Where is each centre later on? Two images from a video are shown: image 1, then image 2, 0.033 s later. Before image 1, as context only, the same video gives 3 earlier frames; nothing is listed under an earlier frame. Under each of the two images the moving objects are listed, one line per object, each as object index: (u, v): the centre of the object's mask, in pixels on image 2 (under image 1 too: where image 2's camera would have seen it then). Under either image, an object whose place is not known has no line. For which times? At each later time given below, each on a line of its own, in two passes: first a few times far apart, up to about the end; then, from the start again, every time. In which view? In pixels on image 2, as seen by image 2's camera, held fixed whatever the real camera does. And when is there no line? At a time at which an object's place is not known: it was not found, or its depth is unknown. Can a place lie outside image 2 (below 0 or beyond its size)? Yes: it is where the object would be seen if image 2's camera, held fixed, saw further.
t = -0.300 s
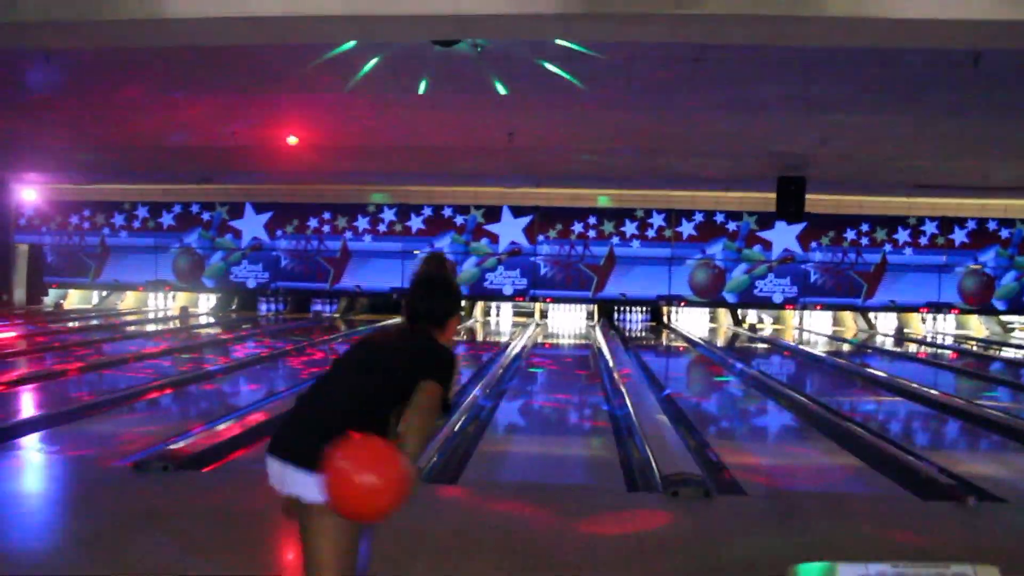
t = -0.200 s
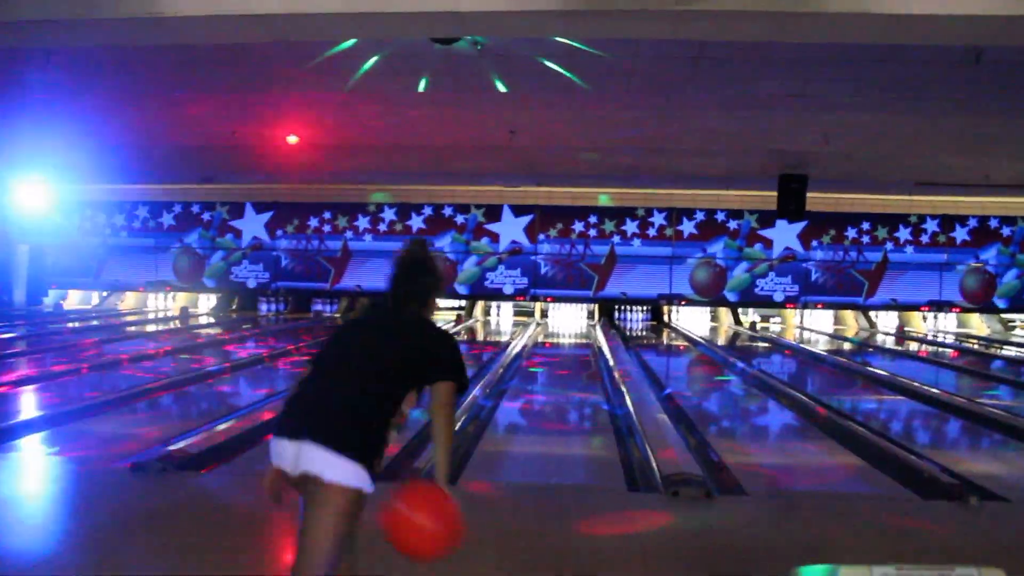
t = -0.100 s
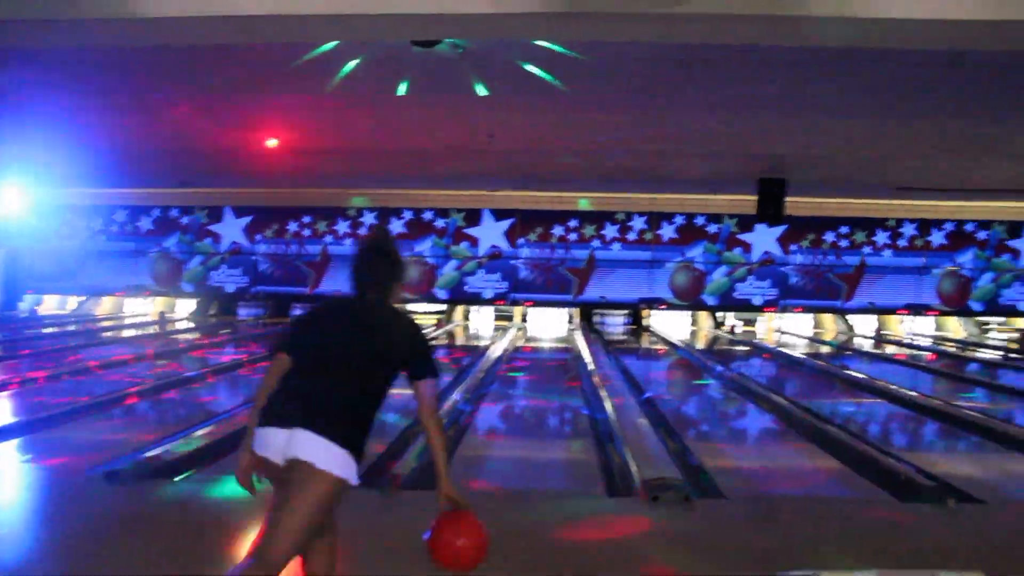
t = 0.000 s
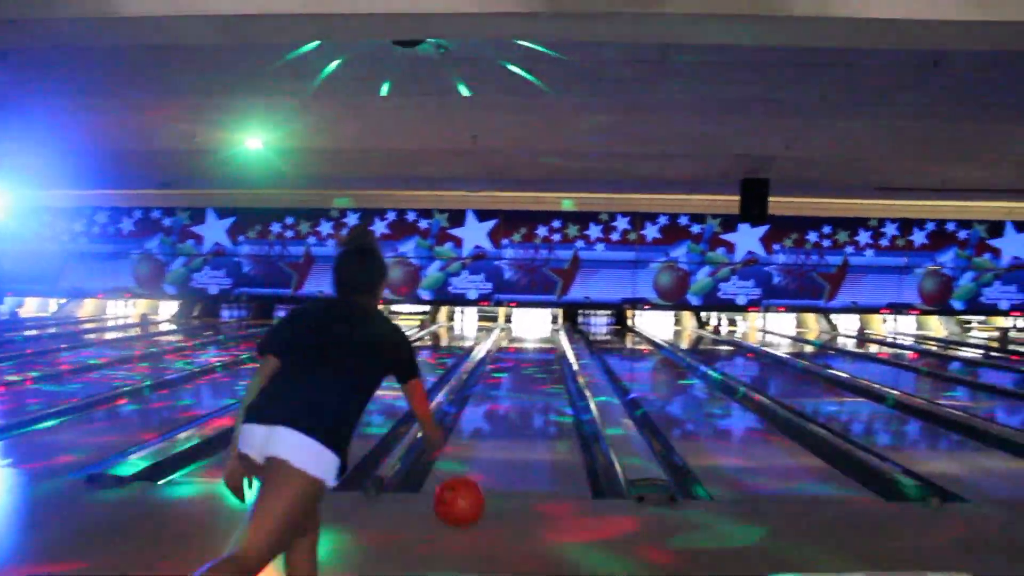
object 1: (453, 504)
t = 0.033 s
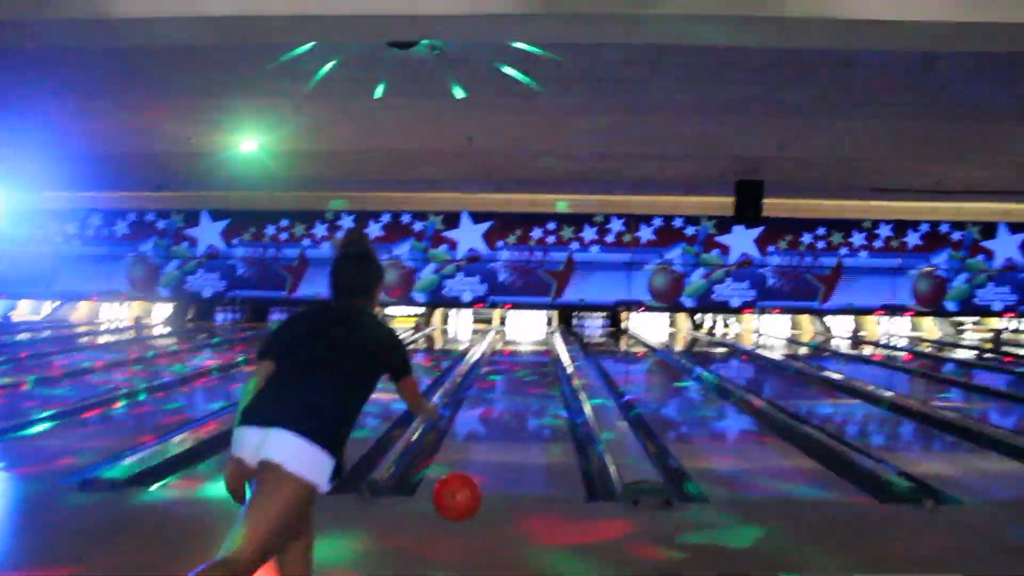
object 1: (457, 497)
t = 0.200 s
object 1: (470, 490)
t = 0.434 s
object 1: (480, 440)
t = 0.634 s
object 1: (485, 412)
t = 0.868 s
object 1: (487, 391)
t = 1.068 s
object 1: (490, 378)
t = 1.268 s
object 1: (491, 368)
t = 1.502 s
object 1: (494, 358)
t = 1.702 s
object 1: (494, 352)
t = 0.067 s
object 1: (459, 492)
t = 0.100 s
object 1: (463, 487)
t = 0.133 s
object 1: (465, 486)
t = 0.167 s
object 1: (468, 488)
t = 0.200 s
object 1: (470, 490)
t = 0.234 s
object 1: (472, 480)
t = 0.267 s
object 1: (472, 469)
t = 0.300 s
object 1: (473, 461)
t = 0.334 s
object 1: (476, 456)
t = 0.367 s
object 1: (478, 453)
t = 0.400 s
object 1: (479, 446)
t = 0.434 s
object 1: (480, 440)
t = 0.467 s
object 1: (481, 436)
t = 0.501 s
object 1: (482, 430)
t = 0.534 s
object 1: (481, 426)
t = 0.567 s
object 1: (482, 421)
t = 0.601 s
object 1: (484, 416)
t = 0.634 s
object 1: (485, 412)
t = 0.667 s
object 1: (485, 408)
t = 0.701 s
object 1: (485, 404)
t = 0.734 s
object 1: (485, 402)
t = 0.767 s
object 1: (487, 399)
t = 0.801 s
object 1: (488, 396)
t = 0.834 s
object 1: (487, 393)
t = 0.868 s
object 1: (487, 391)
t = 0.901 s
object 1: (488, 388)
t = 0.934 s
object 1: (488, 386)
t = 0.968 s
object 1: (489, 384)
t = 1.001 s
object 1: (489, 382)
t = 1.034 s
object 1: (489, 380)
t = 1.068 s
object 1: (490, 378)
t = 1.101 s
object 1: (490, 376)
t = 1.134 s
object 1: (490, 374)
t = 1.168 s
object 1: (490, 372)
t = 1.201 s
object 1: (491, 370)
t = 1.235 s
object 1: (491, 369)
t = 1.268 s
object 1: (491, 368)
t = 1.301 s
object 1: (491, 367)
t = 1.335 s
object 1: (491, 365)
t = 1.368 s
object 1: (493, 362)
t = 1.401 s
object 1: (493, 362)
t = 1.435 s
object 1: (493, 360)
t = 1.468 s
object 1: (494, 359)
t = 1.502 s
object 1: (494, 358)
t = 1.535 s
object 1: (494, 356)
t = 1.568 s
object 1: (494, 354)
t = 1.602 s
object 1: (494, 354)
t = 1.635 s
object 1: (494, 353)
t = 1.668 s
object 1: (494, 352)
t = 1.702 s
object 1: (494, 352)
